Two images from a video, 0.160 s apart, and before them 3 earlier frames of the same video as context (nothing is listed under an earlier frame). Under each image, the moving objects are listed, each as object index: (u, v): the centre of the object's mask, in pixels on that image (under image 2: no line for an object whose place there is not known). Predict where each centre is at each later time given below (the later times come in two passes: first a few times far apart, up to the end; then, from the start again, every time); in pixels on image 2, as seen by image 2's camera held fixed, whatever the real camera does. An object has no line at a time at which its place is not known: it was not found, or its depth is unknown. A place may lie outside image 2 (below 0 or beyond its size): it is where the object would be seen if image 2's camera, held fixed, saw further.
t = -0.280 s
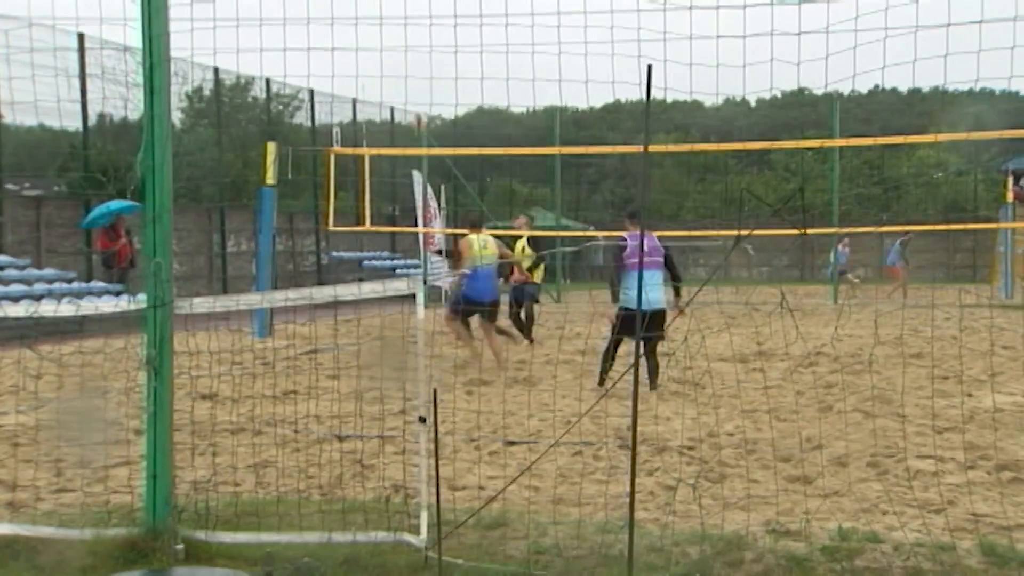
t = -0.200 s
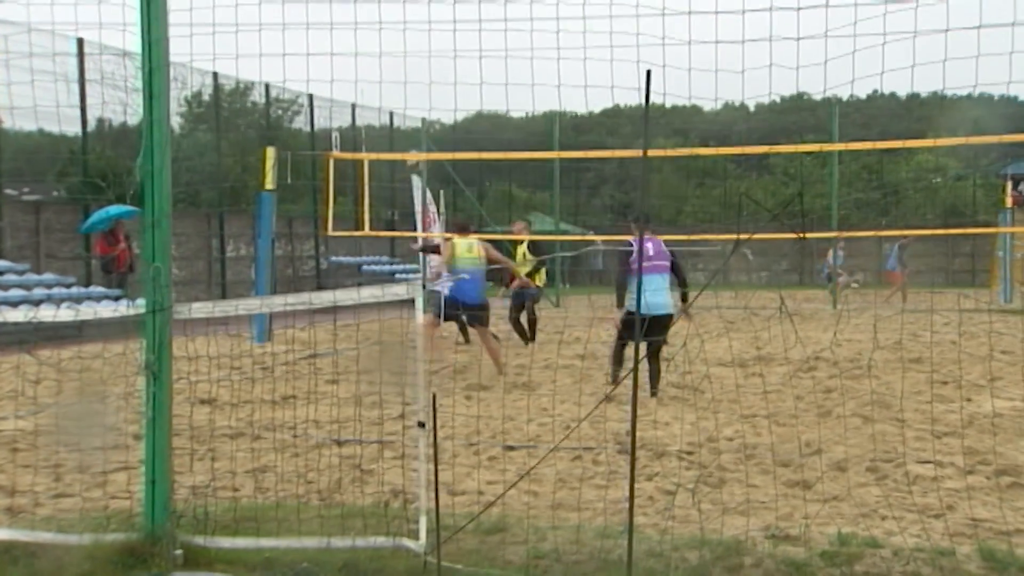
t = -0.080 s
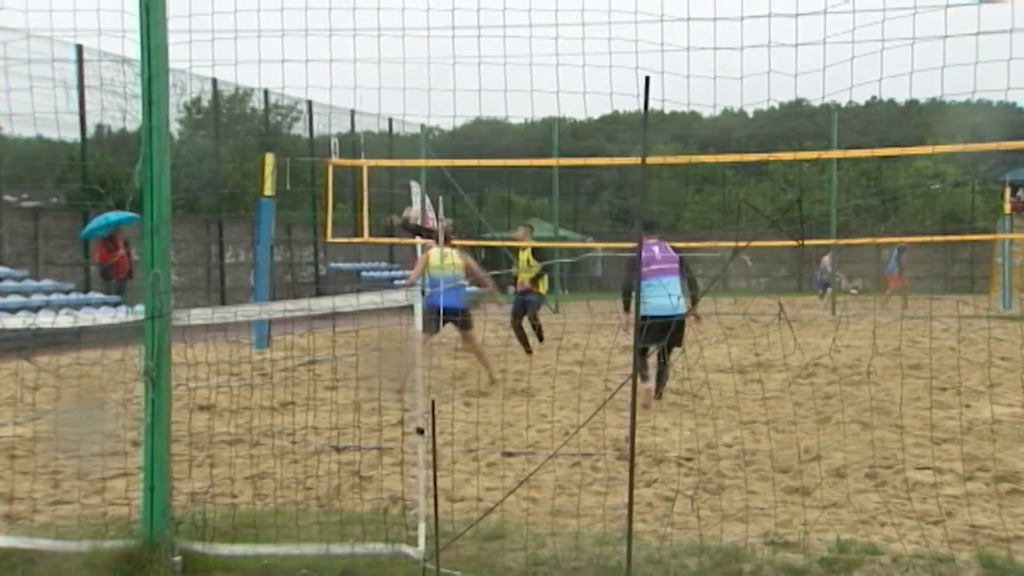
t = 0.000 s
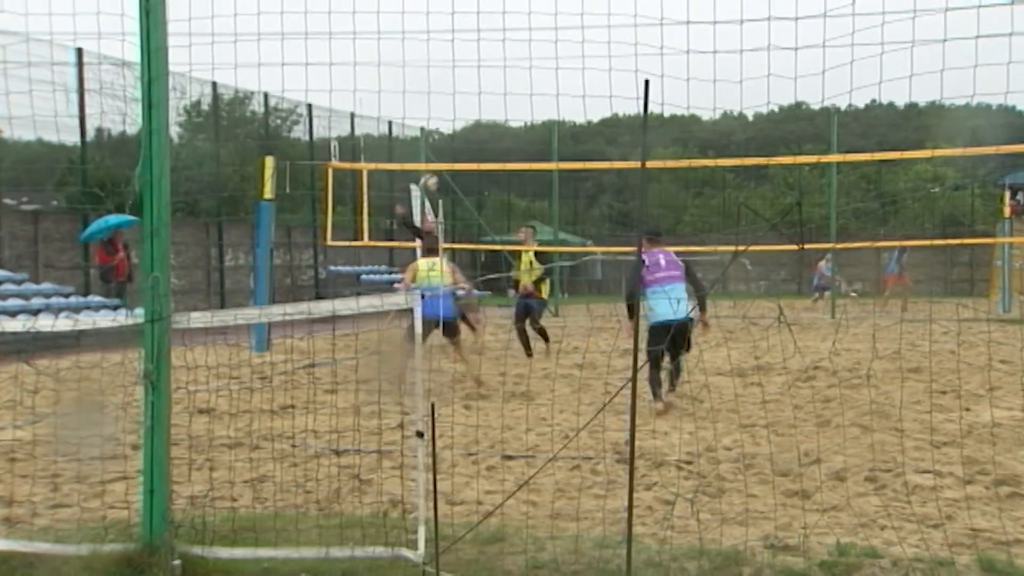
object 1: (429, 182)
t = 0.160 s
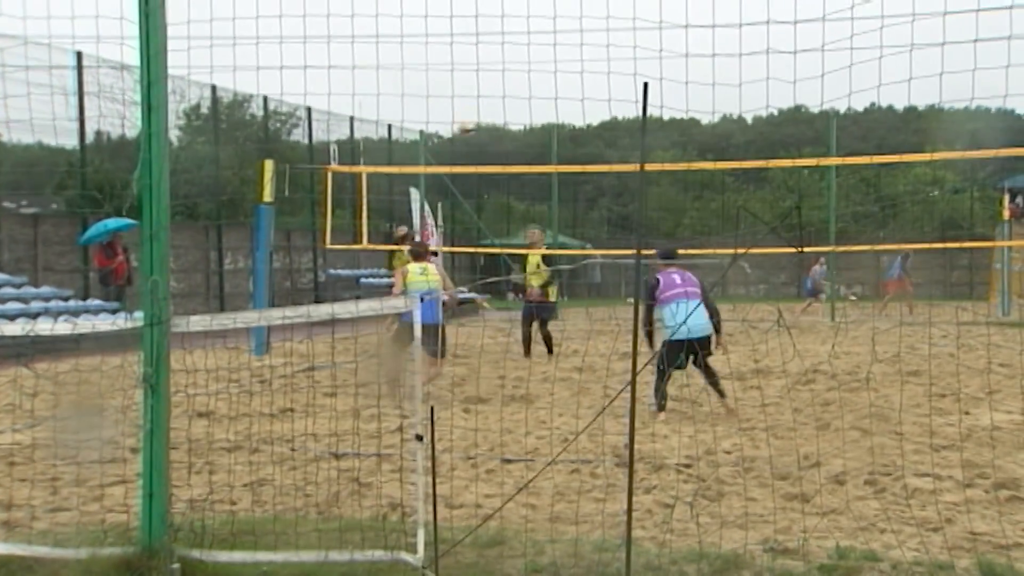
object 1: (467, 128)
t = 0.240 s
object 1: (487, 106)
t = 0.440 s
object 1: (543, 69)
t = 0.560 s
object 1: (582, 63)
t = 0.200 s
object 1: (477, 118)
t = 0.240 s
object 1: (487, 106)
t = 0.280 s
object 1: (498, 97)
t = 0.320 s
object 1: (509, 88)
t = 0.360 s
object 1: (520, 81)
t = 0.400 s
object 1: (532, 76)
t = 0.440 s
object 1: (543, 69)
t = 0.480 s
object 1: (555, 66)
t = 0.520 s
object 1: (568, 65)
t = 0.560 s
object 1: (582, 63)
